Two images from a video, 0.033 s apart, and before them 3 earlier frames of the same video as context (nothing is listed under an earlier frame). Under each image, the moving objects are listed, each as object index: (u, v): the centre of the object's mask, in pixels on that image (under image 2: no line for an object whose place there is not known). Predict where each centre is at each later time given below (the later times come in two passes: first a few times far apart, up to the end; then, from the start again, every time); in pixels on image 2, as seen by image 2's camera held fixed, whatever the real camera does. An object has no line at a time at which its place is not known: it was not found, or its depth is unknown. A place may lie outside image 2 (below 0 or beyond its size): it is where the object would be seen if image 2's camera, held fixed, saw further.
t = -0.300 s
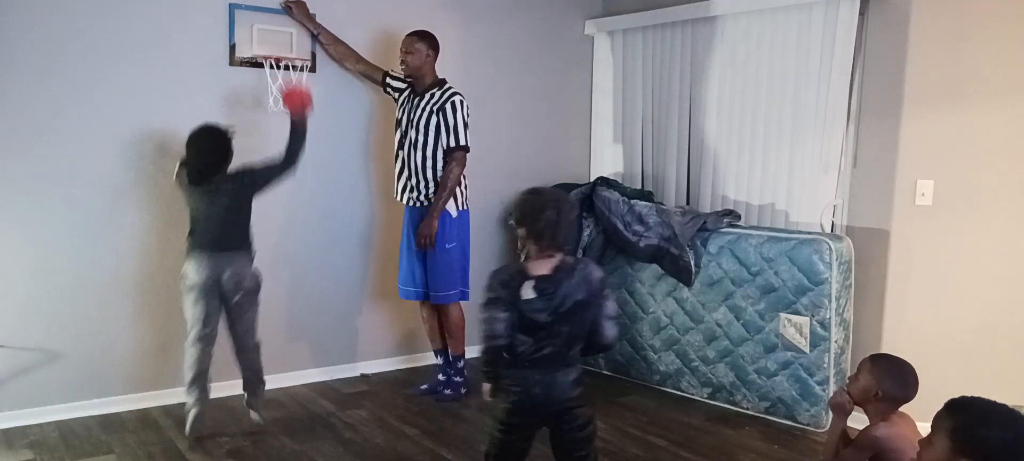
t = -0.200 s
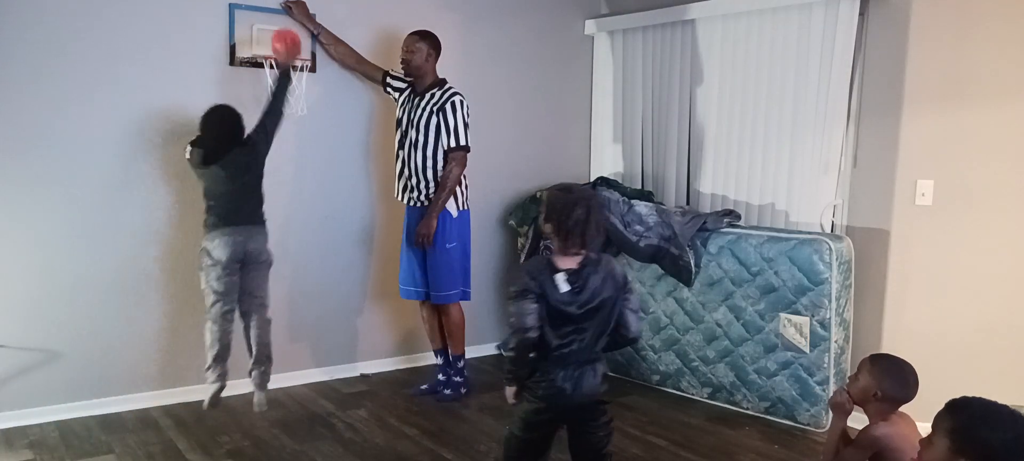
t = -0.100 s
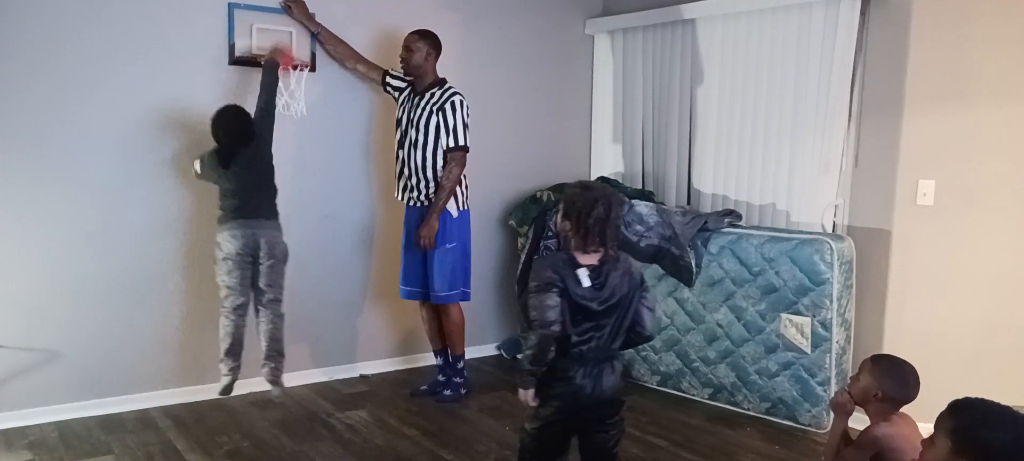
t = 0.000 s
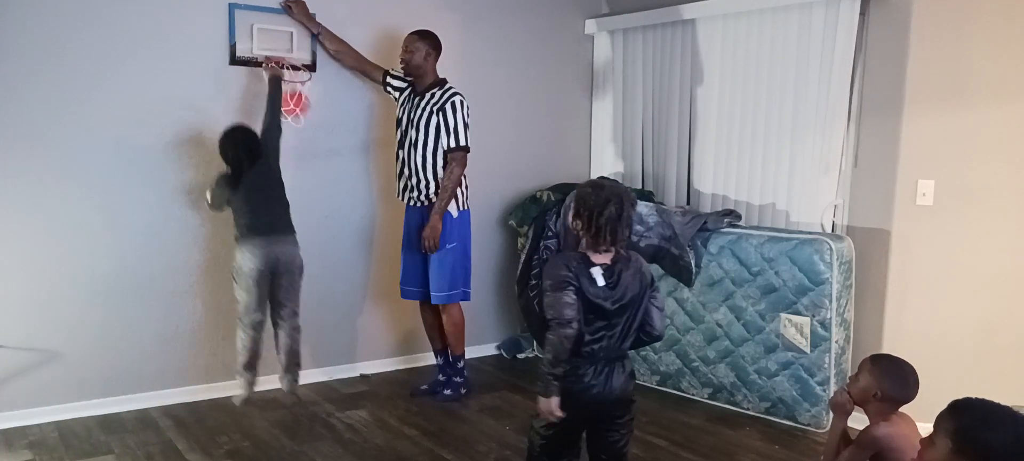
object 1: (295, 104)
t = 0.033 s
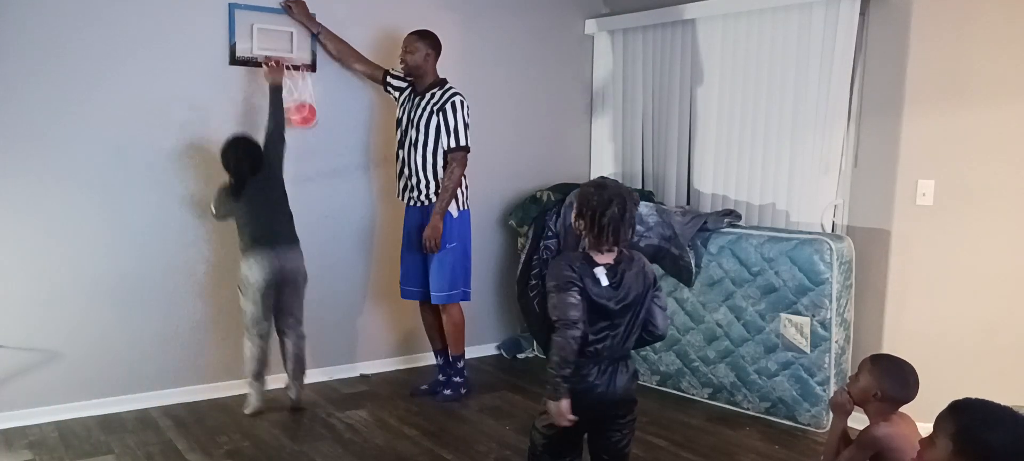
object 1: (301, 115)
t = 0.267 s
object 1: (355, 249)
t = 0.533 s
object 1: (408, 334)
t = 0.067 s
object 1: (311, 126)
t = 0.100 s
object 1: (318, 141)
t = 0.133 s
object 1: (325, 157)
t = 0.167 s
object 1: (332, 176)
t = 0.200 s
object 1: (341, 198)
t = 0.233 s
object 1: (347, 222)
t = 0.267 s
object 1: (355, 249)
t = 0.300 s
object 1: (362, 278)
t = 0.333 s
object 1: (369, 307)
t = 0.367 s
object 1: (376, 342)
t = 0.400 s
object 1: (384, 386)
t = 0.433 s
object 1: (390, 409)
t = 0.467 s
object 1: (396, 386)
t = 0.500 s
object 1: (402, 358)
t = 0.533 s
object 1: (408, 334)
